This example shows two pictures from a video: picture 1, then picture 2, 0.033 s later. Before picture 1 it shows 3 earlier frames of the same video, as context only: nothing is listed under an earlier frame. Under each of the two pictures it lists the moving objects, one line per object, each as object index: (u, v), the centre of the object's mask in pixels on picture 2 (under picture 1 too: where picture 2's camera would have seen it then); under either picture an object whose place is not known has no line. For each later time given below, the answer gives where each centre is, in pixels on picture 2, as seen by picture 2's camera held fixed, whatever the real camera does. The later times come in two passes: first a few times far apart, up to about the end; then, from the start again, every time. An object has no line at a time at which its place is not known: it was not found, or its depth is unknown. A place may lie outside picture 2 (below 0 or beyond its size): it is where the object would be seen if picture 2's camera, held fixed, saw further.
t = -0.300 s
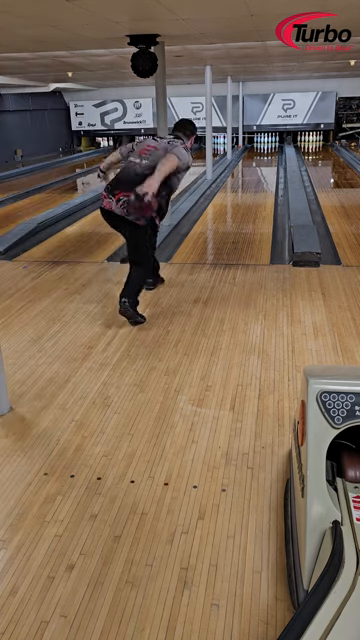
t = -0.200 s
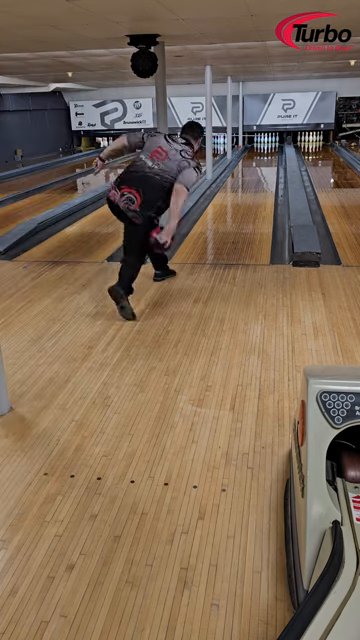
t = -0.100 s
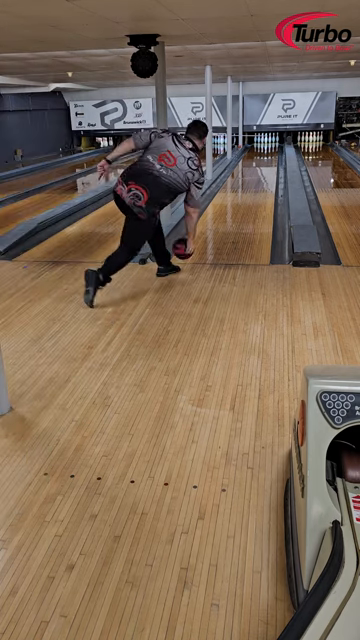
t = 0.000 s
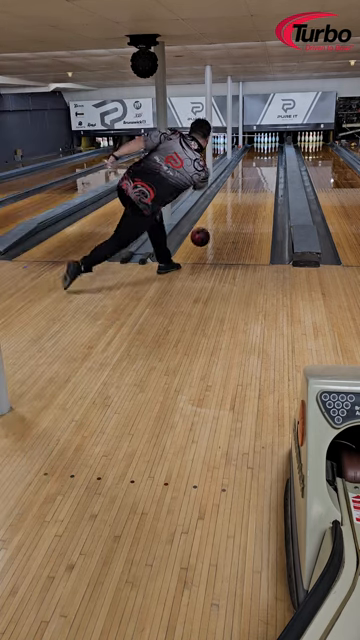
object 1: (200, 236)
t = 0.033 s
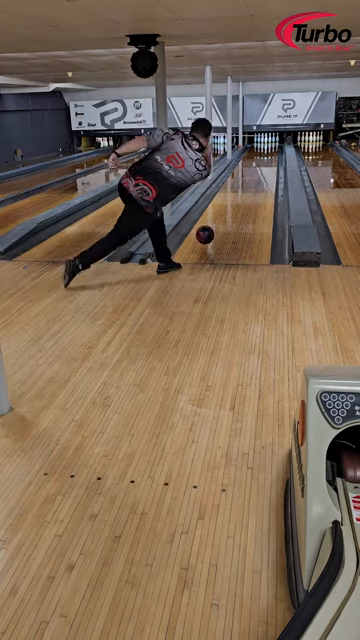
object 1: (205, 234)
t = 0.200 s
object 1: (223, 216)
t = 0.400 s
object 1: (239, 197)
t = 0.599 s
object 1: (249, 184)
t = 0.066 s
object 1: (209, 233)
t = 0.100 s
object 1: (213, 228)
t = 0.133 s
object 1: (216, 223)
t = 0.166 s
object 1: (220, 219)
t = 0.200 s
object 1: (223, 216)
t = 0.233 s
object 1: (226, 212)
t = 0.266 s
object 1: (229, 209)
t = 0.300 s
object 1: (232, 206)
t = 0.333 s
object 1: (234, 202)
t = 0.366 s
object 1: (237, 200)
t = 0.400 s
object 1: (239, 197)
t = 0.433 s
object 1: (241, 194)
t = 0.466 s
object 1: (243, 192)
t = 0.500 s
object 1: (244, 189)
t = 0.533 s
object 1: (246, 187)
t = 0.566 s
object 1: (248, 185)
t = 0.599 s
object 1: (249, 184)
